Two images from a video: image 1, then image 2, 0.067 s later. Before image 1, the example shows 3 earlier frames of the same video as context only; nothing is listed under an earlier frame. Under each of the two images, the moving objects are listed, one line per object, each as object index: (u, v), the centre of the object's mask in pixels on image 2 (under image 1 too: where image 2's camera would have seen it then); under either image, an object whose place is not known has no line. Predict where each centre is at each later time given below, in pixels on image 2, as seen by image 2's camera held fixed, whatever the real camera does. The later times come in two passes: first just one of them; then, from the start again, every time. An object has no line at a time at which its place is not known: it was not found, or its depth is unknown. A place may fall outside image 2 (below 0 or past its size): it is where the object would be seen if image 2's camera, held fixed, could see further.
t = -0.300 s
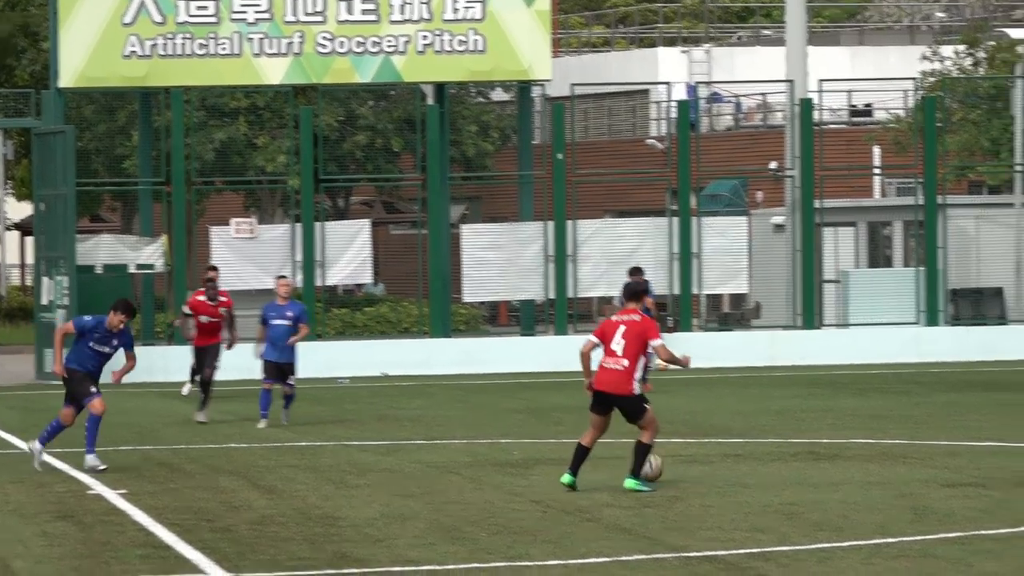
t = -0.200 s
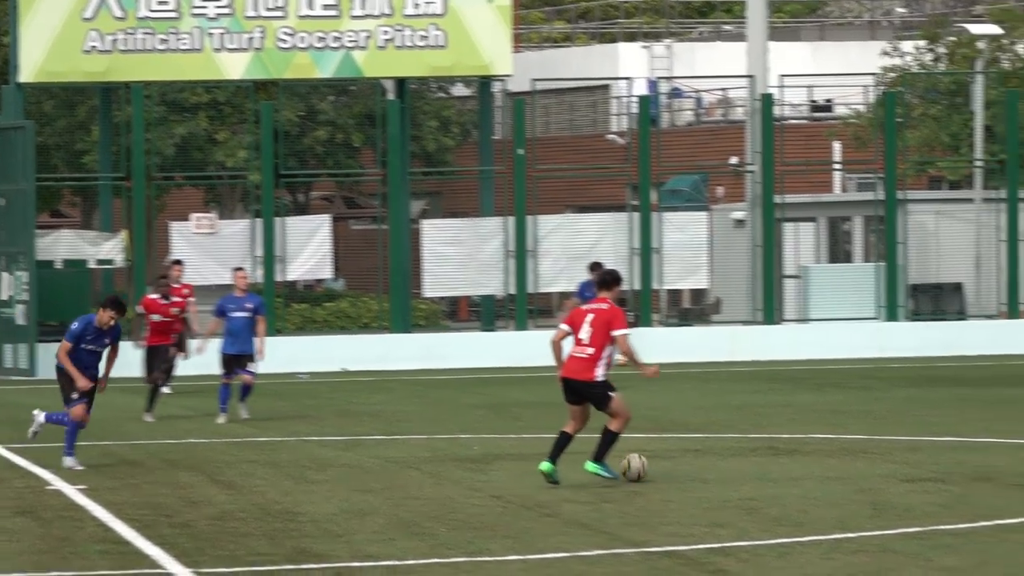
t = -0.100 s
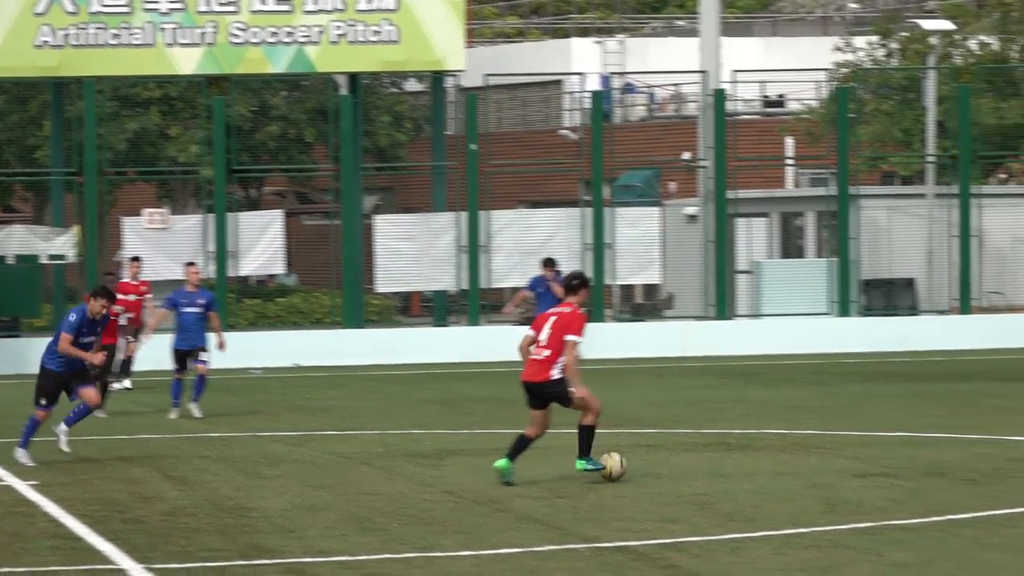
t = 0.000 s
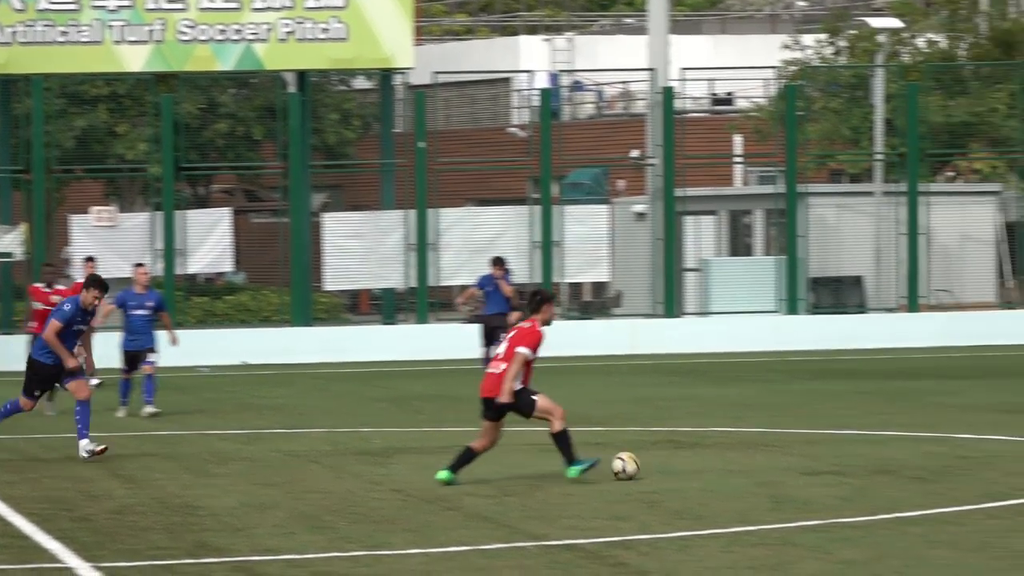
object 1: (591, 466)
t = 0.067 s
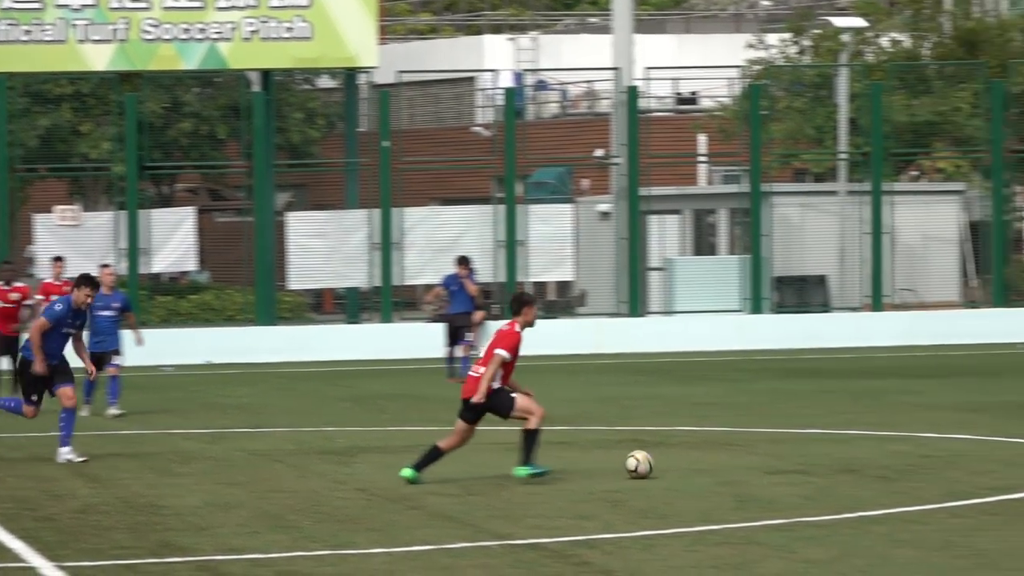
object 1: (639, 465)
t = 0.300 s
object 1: (796, 464)
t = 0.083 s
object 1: (651, 464)
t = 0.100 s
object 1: (663, 465)
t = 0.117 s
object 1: (676, 465)
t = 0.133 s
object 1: (687, 465)
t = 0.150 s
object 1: (698, 464)
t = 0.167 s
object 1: (709, 464)
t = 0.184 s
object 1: (720, 464)
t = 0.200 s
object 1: (731, 464)
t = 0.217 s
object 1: (742, 465)
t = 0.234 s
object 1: (753, 464)
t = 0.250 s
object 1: (763, 464)
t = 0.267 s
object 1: (774, 464)
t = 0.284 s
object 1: (785, 464)
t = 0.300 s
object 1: (796, 464)
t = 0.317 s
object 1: (806, 465)
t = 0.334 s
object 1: (817, 464)
